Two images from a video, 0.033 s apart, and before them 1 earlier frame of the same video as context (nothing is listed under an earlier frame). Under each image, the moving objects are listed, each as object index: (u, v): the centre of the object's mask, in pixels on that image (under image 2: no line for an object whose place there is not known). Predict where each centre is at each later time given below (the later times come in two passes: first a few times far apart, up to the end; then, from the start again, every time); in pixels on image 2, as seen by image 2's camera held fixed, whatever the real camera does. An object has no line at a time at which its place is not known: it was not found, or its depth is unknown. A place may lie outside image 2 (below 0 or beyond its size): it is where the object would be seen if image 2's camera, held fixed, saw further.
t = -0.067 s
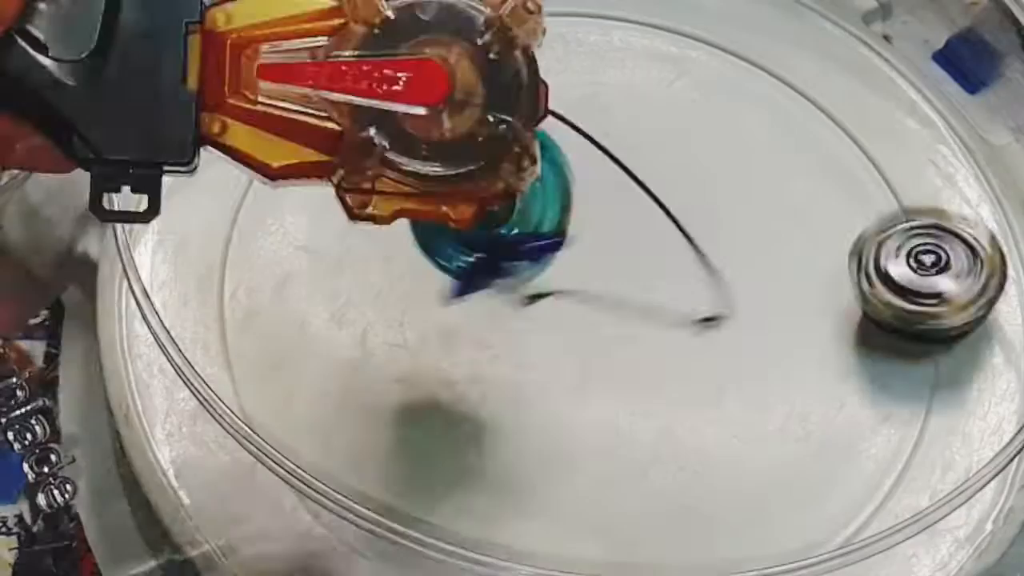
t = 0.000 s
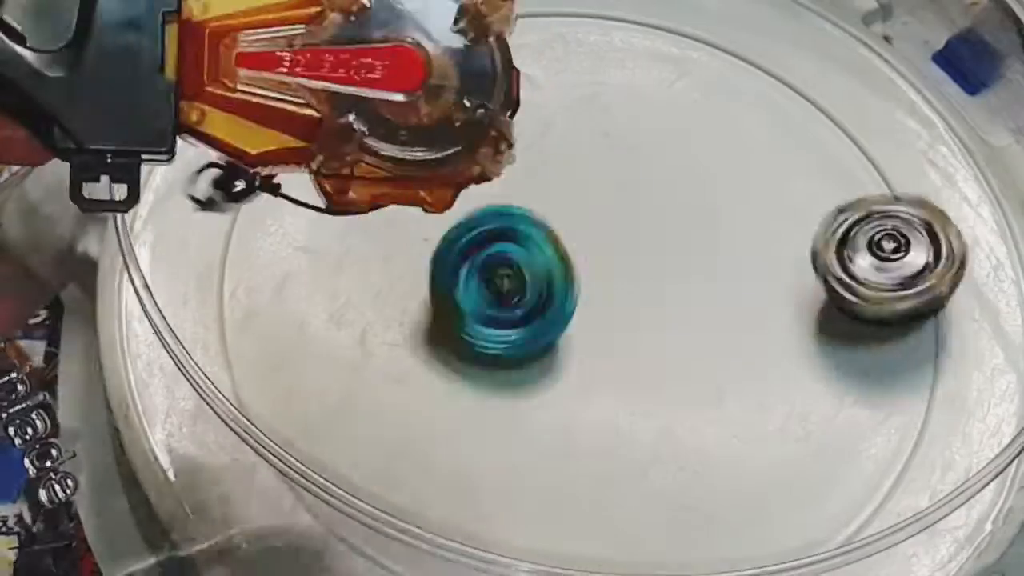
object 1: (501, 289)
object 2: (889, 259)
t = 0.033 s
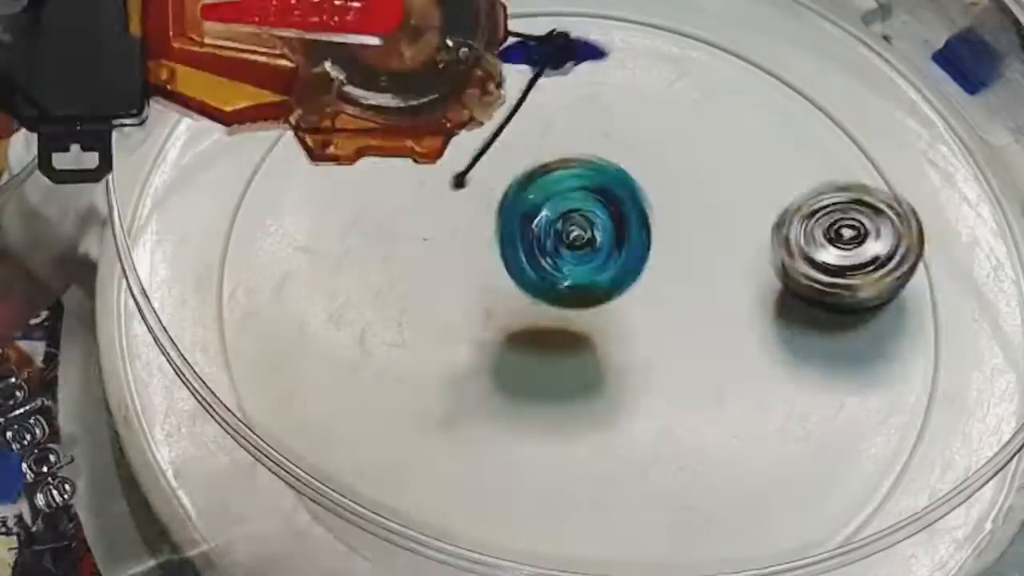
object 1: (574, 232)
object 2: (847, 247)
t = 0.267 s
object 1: (929, 158)
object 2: (535, 292)
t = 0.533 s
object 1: (873, 66)
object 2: (557, 513)
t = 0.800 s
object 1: (740, 38)
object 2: (760, 441)
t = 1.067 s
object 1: (746, 85)
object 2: (558, 284)
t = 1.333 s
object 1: (775, 289)
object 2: (405, 356)
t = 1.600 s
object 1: (880, 187)
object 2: (494, 416)
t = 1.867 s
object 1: (645, 282)
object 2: (481, 313)
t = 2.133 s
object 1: (909, 320)
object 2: (371, 310)
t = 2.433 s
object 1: (583, 205)
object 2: (416, 222)
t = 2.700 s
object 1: (598, 214)
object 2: (386, 215)
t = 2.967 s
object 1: (606, 217)
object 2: (361, 210)
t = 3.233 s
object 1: (614, 224)
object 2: (340, 205)
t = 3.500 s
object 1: (622, 235)
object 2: (315, 202)
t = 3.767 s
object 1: (635, 244)
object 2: (290, 200)
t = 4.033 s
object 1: (645, 251)
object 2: (269, 199)
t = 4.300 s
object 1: (652, 260)
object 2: (248, 195)
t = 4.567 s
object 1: (659, 271)
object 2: (234, 188)
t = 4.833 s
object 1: (668, 276)
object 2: (223, 185)
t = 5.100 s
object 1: (679, 277)
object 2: (214, 182)
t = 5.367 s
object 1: (685, 279)
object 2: (202, 180)
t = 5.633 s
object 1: (691, 284)
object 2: (194, 179)
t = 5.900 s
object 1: (697, 293)
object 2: (189, 180)
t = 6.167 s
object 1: (709, 299)
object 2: (183, 181)
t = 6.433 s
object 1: (720, 301)
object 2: (178, 185)
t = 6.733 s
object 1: (731, 307)
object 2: (175, 190)
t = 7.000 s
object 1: (739, 312)
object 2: (175, 196)
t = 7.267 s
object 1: (750, 318)
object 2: (178, 200)
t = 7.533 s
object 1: (764, 321)
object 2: (183, 207)
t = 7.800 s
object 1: (773, 323)
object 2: (186, 211)
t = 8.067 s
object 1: (779, 325)
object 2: (191, 217)
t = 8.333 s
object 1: (787, 327)
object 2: (198, 222)
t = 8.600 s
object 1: (800, 328)
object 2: (202, 227)
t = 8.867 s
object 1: (910, 245)
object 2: (397, 307)
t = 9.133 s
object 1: (832, 168)
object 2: (485, 230)
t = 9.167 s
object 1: (863, 157)
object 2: (434, 224)
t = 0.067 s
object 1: (648, 197)
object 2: (799, 239)
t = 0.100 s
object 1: (728, 180)
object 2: (760, 266)
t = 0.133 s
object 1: (795, 177)
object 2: (690, 244)
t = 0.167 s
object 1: (848, 206)
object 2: (652, 245)
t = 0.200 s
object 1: (884, 218)
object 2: (604, 258)
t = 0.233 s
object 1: (911, 187)
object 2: (568, 273)
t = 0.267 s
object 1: (929, 158)
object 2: (535, 292)
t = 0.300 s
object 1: (939, 165)
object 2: (510, 316)
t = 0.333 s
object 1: (939, 161)
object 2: (491, 344)
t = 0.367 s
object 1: (943, 152)
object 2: (479, 374)
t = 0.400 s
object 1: (942, 131)
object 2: (479, 407)
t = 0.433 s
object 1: (924, 121)
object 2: (485, 440)
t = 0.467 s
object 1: (898, 107)
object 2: (499, 476)
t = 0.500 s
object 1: (885, 85)
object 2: (525, 496)
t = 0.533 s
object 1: (873, 66)
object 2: (557, 513)
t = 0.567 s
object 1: (844, 57)
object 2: (589, 521)
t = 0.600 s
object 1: (814, 49)
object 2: (626, 528)
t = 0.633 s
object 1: (789, 43)
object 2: (660, 528)
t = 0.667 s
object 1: (770, 33)
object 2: (696, 523)
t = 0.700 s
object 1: (748, 34)
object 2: (724, 514)
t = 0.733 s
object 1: (736, 34)
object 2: (750, 499)
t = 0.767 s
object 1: (734, 35)
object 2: (760, 473)
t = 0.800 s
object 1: (740, 38)
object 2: (760, 441)
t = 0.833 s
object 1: (749, 42)
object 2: (747, 411)
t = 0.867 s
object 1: (757, 48)
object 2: (727, 382)
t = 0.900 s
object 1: (766, 52)
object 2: (705, 357)
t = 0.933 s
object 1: (777, 57)
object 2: (677, 336)
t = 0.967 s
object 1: (784, 61)
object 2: (650, 317)
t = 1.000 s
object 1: (778, 66)
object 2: (620, 304)
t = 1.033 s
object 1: (762, 74)
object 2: (588, 292)
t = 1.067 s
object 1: (746, 85)
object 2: (558, 284)
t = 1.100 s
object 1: (729, 98)
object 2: (526, 279)
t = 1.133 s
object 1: (713, 114)
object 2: (495, 277)
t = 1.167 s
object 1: (701, 137)
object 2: (468, 283)
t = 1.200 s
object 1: (696, 164)
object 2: (445, 291)
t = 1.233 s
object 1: (700, 195)
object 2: (424, 306)
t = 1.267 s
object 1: (714, 228)
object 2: (412, 319)
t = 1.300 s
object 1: (739, 262)
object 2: (406, 337)
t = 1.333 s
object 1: (775, 289)
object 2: (405, 356)
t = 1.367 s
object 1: (812, 308)
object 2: (409, 375)
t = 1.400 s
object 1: (849, 318)
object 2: (417, 391)
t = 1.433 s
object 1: (893, 315)
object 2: (429, 406)
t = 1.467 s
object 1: (934, 297)
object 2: (441, 417)
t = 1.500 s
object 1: (927, 258)
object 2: (454, 424)
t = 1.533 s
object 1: (905, 236)
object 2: (466, 426)
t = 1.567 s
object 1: (896, 214)
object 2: (481, 423)
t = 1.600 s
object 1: (880, 187)
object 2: (494, 416)
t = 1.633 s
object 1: (860, 168)
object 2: (504, 406)
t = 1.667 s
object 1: (837, 161)
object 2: (511, 394)
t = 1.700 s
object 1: (806, 155)
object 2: (515, 379)
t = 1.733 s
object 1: (765, 160)
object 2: (516, 363)
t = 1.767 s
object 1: (724, 180)
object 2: (516, 349)
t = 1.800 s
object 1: (682, 205)
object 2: (515, 335)
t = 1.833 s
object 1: (641, 247)
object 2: (512, 322)
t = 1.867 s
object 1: (645, 282)
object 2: (481, 313)
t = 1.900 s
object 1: (662, 317)
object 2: (437, 313)
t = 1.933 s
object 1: (696, 353)
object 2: (410, 307)
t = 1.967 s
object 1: (733, 377)
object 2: (391, 300)
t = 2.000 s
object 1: (789, 403)
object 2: (377, 296)
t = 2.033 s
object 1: (849, 409)
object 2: (369, 297)
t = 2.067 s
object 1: (917, 408)
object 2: (364, 301)
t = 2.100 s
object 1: (916, 360)
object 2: (362, 305)
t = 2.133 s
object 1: (909, 320)
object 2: (371, 310)
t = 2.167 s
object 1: (911, 282)
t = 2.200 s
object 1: (903, 243)
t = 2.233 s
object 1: (888, 207)
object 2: (411, 310)
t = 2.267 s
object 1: (854, 185)
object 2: (424, 301)
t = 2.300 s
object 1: (809, 167)
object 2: (433, 289)
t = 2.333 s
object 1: (755, 157)
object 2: (439, 273)
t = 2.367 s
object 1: (686, 164)
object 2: (440, 257)
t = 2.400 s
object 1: (618, 181)
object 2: (441, 239)
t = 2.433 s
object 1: (583, 205)
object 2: (416, 222)
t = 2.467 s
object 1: (584, 211)
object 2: (406, 221)
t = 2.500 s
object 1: (586, 209)
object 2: (403, 219)
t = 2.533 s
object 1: (588, 209)
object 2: (399, 219)
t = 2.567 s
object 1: (591, 209)
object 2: (396, 217)
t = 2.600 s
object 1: (593, 209)
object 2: (393, 217)
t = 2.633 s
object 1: (594, 210)
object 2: (391, 216)
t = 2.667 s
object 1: (596, 212)
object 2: (388, 216)
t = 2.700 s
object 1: (598, 214)
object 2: (386, 215)
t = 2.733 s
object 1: (599, 216)
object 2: (383, 214)
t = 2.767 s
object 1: (599, 217)
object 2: (381, 214)
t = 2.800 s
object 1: (598, 217)
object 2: (377, 213)
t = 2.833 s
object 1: (598, 217)
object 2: (374, 213)
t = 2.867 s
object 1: (599, 216)
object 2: (370, 212)
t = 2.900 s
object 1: (601, 216)
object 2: (368, 211)
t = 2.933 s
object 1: (604, 217)
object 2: (365, 211)
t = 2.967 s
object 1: (606, 217)
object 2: (361, 210)
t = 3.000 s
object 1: (609, 219)
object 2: (359, 208)
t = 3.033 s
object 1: (610, 221)
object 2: (356, 208)
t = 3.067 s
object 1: (610, 223)
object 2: (352, 208)
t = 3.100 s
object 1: (610, 225)
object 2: (350, 207)
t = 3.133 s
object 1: (609, 225)
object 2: (347, 207)
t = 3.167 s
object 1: (610, 225)
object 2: (345, 207)
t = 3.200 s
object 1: (612, 224)
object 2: (342, 206)
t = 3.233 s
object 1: (614, 224)
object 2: (340, 205)
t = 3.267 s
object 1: (616, 225)
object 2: (336, 205)
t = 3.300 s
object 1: (618, 226)
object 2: (333, 204)
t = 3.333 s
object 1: (619, 227)
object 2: (329, 203)
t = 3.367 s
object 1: (622, 229)
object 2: (326, 203)
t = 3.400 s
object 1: (623, 232)
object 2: (322, 202)
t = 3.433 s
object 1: (623, 234)
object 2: (320, 202)
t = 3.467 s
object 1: (623, 235)
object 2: (317, 202)
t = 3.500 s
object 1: (622, 235)
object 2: (315, 202)
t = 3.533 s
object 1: (623, 235)
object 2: (313, 202)
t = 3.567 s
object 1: (626, 234)
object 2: (310, 202)
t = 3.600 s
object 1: (628, 236)
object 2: (308, 201)
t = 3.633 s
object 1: (630, 237)
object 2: (304, 202)
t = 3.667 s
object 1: (632, 238)
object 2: (300, 202)
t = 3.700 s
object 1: (634, 240)
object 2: (297, 200)
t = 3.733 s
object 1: (635, 242)
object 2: (293, 200)
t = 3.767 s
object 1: (635, 244)
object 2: (290, 200)
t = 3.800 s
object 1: (635, 246)
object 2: (288, 199)
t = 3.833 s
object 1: (634, 246)
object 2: (284, 200)
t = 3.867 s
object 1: (635, 246)
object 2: (282, 200)
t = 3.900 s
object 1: (637, 246)
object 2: (279, 199)
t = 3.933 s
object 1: (639, 247)
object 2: (277, 200)
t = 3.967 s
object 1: (641, 248)
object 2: (275, 199)
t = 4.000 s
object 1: (643, 249)
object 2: (272, 200)
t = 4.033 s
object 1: (645, 251)
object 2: (269, 199)
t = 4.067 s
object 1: (647, 254)
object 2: (264, 200)
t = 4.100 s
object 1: (647, 256)
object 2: (262, 198)
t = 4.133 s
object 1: (646, 258)
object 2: (259, 198)
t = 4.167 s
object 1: (645, 258)
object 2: (256, 197)
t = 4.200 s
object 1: (646, 258)
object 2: (254, 196)
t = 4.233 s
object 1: (648, 258)
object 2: (251, 196)
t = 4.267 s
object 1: (650, 259)
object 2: (250, 196)
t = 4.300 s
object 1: (652, 260)
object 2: (248, 195)
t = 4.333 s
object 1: (654, 262)
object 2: (246, 194)
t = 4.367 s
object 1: (656, 264)
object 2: (243, 193)
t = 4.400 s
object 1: (658, 266)
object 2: (241, 193)
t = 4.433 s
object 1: (659, 268)
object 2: (240, 192)
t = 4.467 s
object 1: (659, 271)
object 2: (238, 192)
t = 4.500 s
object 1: (658, 272)
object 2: (236, 191)
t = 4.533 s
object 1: (658, 272)
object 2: (235, 190)
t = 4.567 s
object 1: (659, 271)
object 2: (234, 188)
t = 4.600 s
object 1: (660, 270)
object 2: (233, 189)
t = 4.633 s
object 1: (662, 271)
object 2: (232, 188)
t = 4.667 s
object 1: (664, 270)
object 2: (230, 187)
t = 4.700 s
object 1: (666, 271)
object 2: (229, 187)
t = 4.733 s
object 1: (668, 272)
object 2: (228, 186)
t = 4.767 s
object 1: (669, 274)
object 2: (227, 186)
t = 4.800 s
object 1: (669, 275)
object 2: (225, 186)
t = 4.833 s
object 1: (668, 276)
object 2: (223, 185)
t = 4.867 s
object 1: (667, 275)
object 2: (222, 185)
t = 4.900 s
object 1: (668, 274)
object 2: (220, 184)
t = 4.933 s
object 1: (670, 273)
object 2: (219, 183)
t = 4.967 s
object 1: (673, 274)
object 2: (218, 183)
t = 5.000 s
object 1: (674, 274)
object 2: (217, 183)
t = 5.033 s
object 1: (675, 275)
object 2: (217, 183)
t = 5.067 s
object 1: (678, 276)
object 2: (215, 183)
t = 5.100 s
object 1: (679, 277)
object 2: (214, 182)
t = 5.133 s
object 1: (679, 279)
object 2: (212, 182)
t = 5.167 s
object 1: (679, 280)
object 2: (211, 182)
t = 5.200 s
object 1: (678, 280)
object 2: (209, 181)
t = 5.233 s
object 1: (678, 280)
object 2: (207, 181)
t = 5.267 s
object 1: (679, 278)
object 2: (206, 181)
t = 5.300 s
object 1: (682, 278)
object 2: (204, 180)
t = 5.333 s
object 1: (684, 279)
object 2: (204, 180)
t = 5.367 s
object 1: (685, 279)
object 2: (202, 180)
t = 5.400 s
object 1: (687, 281)
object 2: (202, 180)
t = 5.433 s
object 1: (688, 282)
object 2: (201, 180)
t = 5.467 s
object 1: (689, 284)
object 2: (200, 180)
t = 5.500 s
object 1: (689, 286)
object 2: (198, 179)
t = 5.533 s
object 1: (688, 286)
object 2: (198, 180)
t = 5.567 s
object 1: (687, 285)
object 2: (196, 179)
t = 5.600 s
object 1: (689, 284)
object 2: (195, 179)
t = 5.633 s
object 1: (691, 284)
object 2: (194, 179)
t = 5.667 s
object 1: (693, 285)
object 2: (193, 179)
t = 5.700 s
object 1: (694, 285)
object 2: (192, 178)
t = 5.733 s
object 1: (696, 287)
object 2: (193, 179)
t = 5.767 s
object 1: (698, 288)
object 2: (191, 179)
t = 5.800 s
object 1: (699, 290)
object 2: (191, 179)
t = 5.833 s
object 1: (699, 293)
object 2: (190, 180)
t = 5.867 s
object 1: (698, 294)
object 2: (189, 179)
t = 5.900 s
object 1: (697, 293)
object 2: (189, 180)
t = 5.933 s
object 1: (697, 293)
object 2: (188, 179)
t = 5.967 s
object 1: (699, 292)
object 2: (187, 180)
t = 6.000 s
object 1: (701, 293)
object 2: (186, 180)
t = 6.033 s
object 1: (703, 293)
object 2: (186, 181)
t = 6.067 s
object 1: (704, 294)
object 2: (185, 180)
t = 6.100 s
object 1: (707, 295)
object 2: (184, 180)
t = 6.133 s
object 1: (709, 296)
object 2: (184, 181)
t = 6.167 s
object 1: (709, 299)
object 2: (183, 181)
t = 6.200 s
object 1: (710, 300)
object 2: (183, 182)
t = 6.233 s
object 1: (709, 300)
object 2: (182, 183)
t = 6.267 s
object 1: (709, 300)
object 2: (182, 183)
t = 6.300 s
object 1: (711, 298)
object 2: (181, 183)
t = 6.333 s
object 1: (713, 299)
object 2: (181, 183)
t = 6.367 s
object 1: (716, 299)
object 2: (180, 184)
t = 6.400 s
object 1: (718, 300)
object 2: (179, 184)
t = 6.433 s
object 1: (720, 301)
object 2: (178, 185)
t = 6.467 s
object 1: (722, 302)
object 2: (178, 184)
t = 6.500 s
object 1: (723, 304)
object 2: (177, 186)
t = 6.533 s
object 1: (723, 306)
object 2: (177, 186)
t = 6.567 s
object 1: (722, 306)
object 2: (177, 186)
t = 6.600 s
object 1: (723, 306)
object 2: (177, 187)
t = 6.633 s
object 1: (724, 305)
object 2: (175, 187)
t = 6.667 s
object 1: (726, 305)
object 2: (175, 188)
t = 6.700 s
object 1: (729, 305)
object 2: (175, 189)
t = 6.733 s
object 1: (731, 307)
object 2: (175, 190)
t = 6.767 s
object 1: (733, 307)
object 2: (175, 190)
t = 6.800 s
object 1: (735, 309)
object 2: (174, 191)
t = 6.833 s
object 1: (737, 311)
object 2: (175, 192)
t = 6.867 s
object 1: (738, 313)
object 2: (174, 192)
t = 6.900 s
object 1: (737, 314)
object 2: (175, 193)
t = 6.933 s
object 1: (736, 314)
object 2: (175, 194)
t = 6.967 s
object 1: (737, 313)
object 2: (175, 195)
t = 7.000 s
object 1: (739, 312)
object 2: (175, 196)
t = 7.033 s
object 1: (741, 312)
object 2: (175, 197)
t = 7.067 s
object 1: (744, 312)
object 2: (176, 198)
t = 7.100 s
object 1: (746, 313)
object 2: (177, 198)
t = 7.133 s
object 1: (748, 314)
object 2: (177, 199)
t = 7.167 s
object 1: (750, 315)
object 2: (177, 199)
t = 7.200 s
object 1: (751, 317)
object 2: (178, 200)
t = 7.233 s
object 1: (751, 318)
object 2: (178, 200)
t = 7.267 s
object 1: (750, 318)
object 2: (178, 200)
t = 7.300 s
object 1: (750, 317)
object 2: (179, 202)
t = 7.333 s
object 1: (752, 316)
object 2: (179, 202)
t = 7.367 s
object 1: (755, 315)
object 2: (180, 203)
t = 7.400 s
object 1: (757, 316)
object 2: (179, 204)
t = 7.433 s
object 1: (759, 317)
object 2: (181, 205)
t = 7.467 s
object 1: (761, 317)
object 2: (181, 205)
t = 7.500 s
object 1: (763, 319)
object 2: (182, 206)
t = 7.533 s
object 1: (764, 321)
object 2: (183, 207)
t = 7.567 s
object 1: (765, 322)
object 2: (183, 207)
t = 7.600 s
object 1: (764, 324)
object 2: (183, 208)
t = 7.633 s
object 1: (763, 323)
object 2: (183, 208)
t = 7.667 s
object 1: (764, 322)
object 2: (184, 209)
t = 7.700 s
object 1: (766, 321)
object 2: (184, 210)
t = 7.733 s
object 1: (769, 322)
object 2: (184, 210)
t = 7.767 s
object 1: (772, 323)
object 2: (186, 211)
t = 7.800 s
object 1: (773, 323)
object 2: (186, 211)
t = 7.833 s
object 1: (775, 324)
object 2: (187, 212)
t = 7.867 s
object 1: (777, 325)
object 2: (188, 212)
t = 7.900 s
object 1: (777, 327)
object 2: (189, 214)
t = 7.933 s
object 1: (777, 329)
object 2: (189, 214)
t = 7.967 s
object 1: (776, 328)
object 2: (190, 214)
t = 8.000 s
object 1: (776, 327)
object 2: (190, 215)
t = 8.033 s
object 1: (777, 326)
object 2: (191, 216)
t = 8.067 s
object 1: (779, 325)
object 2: (191, 217)
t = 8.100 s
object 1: (781, 325)
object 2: (192, 217)
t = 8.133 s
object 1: (783, 325)
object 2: (192, 218)
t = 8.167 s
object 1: (786, 326)
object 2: (193, 218)
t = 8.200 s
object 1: (788, 326)
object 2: (194, 219)
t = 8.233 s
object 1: (789, 328)
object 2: (195, 220)
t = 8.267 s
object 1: (789, 329)
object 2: (196, 220)
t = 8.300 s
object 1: (788, 328)
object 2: (196, 221)
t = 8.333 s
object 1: (787, 327)
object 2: (198, 222)
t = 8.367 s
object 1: (788, 326)
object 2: (197, 222)
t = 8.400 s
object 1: (790, 324)
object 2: (199, 222)
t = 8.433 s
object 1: (793, 324)
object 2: (198, 223)
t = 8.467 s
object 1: (795, 325)
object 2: (199, 225)
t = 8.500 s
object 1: (796, 325)
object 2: (199, 225)
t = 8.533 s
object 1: (798, 326)
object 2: (200, 226)
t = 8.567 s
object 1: (799, 327)
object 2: (202, 226)
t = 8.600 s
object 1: (800, 328)
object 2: (202, 227)
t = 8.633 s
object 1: (800, 330)
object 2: (204, 228)
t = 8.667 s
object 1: (799, 329)
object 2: (205, 228)
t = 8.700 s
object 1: (798, 328)
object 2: (205, 230)
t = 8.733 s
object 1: (822, 327)
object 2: (223, 239)
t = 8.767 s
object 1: (858, 319)
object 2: (266, 263)
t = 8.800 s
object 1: (894, 302)
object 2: (308, 282)
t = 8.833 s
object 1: (927, 279)
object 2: (351, 297)
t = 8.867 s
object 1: (910, 245)
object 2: (397, 307)
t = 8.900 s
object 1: (877, 216)
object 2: (442, 308)
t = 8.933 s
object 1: (851, 193)
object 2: (480, 303)
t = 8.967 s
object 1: (826, 178)
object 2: (519, 294)
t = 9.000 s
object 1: (796, 172)
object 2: (555, 278)
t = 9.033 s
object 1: (764, 175)
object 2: (582, 260)
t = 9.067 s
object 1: (733, 186)
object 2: (607, 240)
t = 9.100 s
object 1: (786, 176)
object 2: (546, 231)
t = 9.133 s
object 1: (832, 168)
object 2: (485, 230)
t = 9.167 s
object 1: (863, 157)
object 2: (434, 224)
